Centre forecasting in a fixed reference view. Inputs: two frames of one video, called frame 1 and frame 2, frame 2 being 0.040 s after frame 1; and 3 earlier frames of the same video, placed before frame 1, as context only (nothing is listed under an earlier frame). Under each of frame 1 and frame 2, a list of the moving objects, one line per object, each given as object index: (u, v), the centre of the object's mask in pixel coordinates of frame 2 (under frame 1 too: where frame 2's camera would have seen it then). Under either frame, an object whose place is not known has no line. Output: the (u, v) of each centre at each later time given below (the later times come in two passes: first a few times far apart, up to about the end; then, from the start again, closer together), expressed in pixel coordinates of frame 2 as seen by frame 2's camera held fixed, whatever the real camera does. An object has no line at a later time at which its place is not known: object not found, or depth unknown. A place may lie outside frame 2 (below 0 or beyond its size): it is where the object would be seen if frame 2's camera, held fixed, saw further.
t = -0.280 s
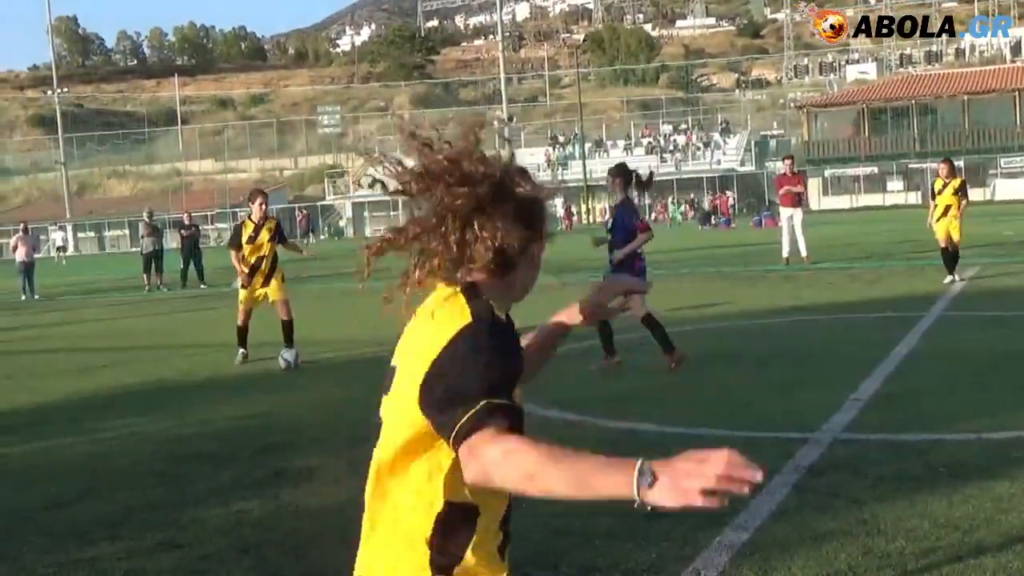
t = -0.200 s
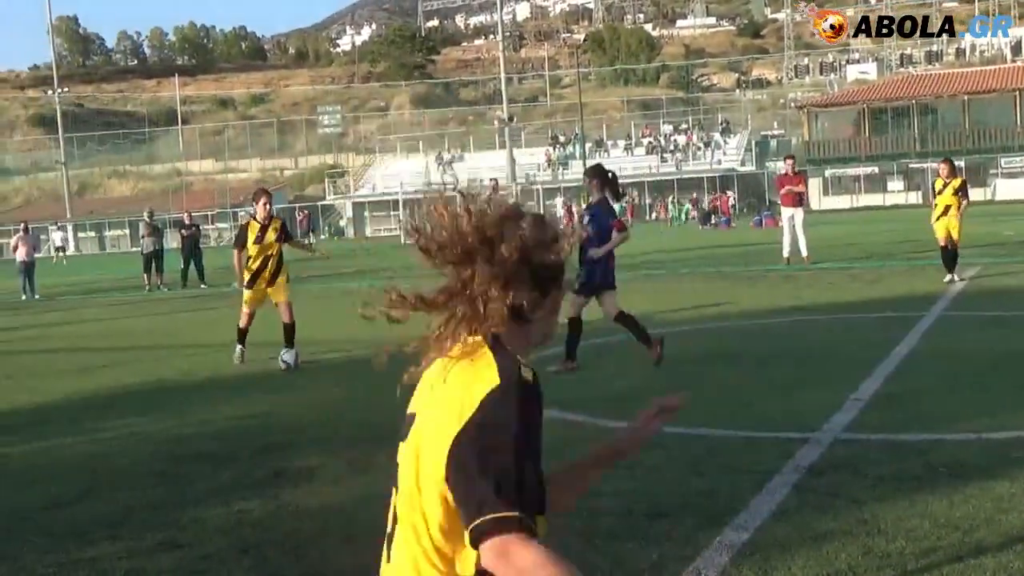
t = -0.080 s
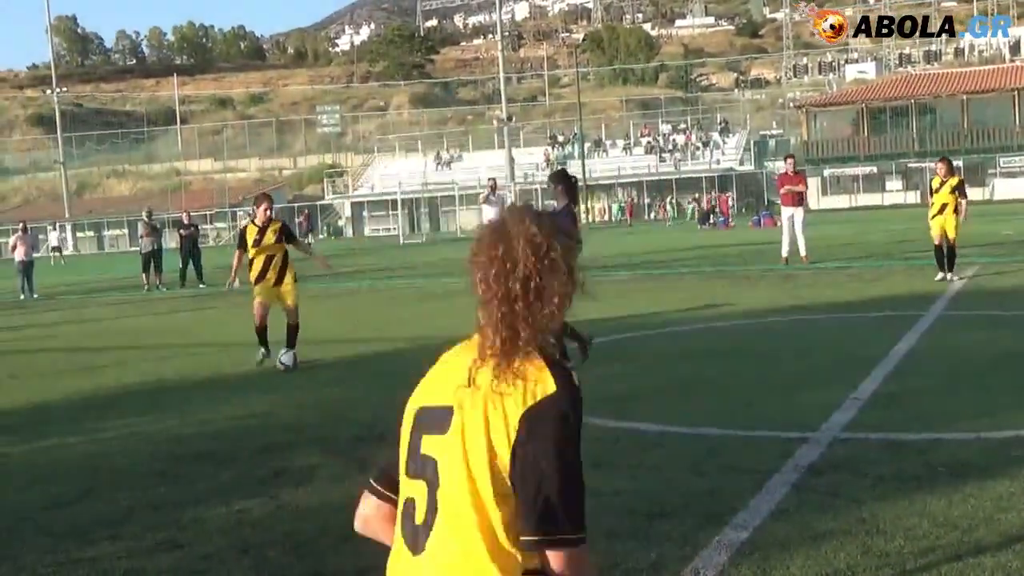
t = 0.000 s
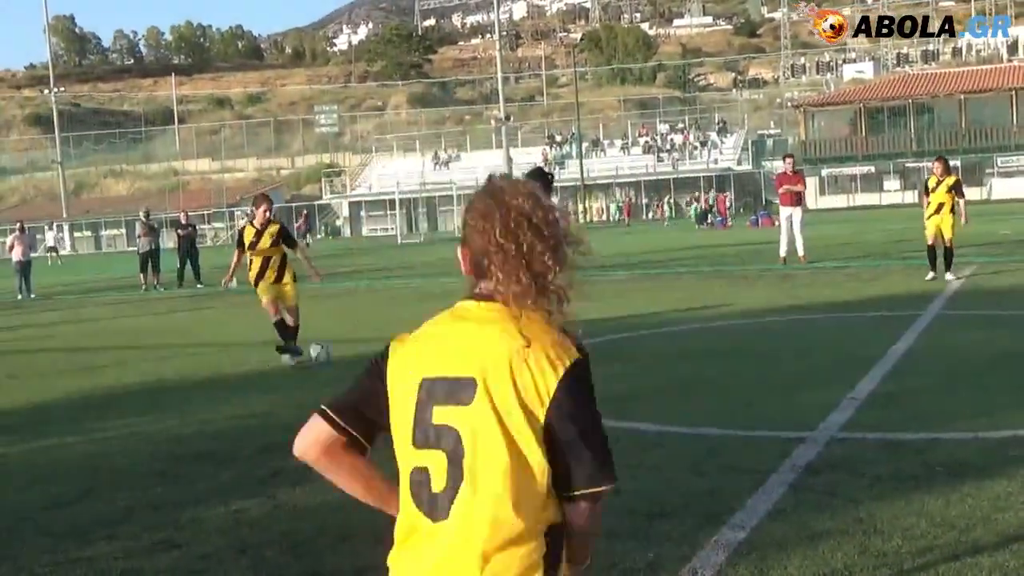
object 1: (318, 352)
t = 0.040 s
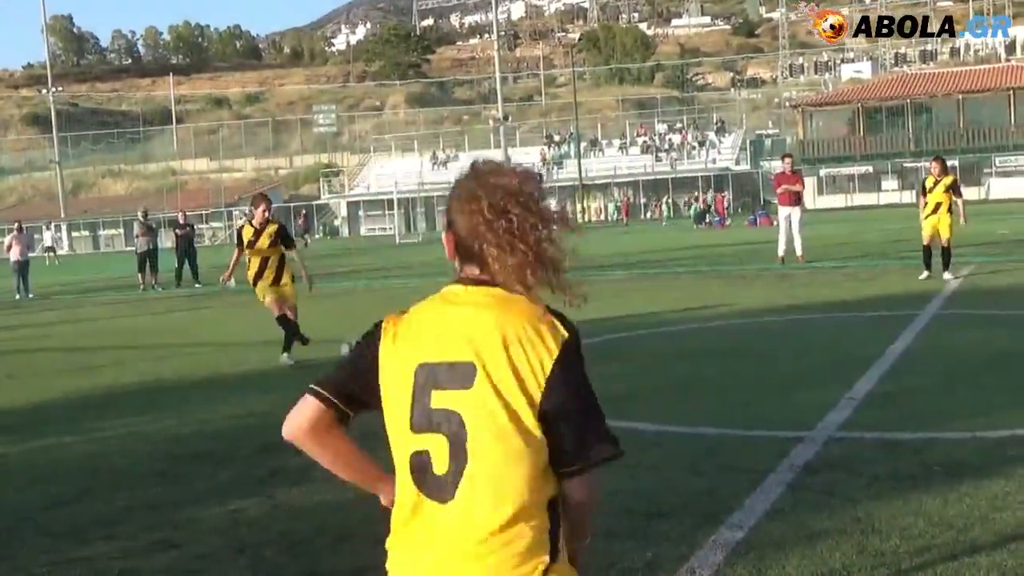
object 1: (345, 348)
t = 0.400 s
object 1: (766, 386)
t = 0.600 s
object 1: (1044, 403)
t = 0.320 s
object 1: (662, 378)
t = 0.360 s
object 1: (717, 388)
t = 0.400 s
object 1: (766, 386)
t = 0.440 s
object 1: (816, 385)
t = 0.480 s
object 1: (870, 389)
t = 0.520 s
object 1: (929, 396)
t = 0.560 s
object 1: (989, 404)
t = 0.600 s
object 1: (1044, 403)
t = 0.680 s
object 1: (1162, 409)
